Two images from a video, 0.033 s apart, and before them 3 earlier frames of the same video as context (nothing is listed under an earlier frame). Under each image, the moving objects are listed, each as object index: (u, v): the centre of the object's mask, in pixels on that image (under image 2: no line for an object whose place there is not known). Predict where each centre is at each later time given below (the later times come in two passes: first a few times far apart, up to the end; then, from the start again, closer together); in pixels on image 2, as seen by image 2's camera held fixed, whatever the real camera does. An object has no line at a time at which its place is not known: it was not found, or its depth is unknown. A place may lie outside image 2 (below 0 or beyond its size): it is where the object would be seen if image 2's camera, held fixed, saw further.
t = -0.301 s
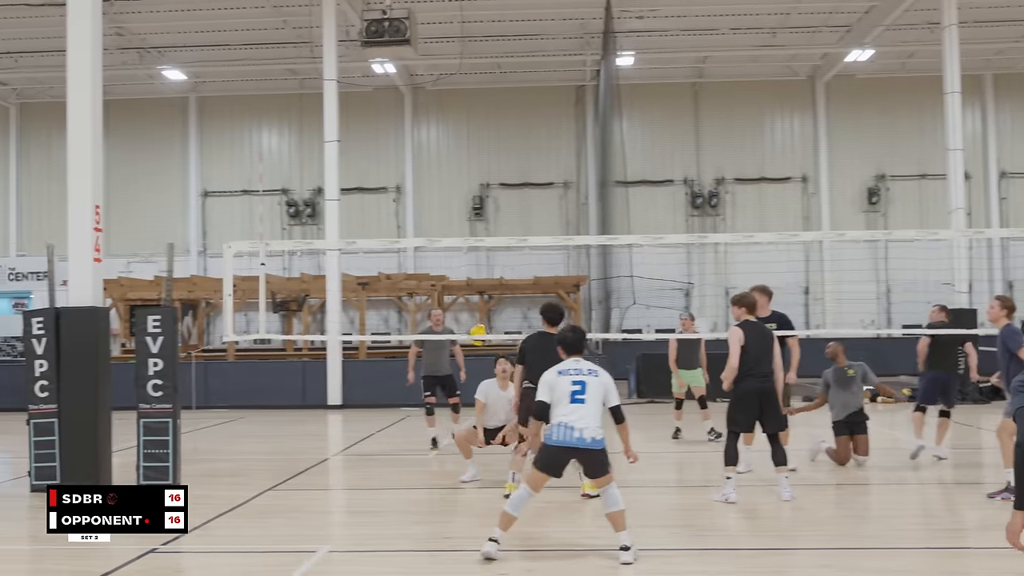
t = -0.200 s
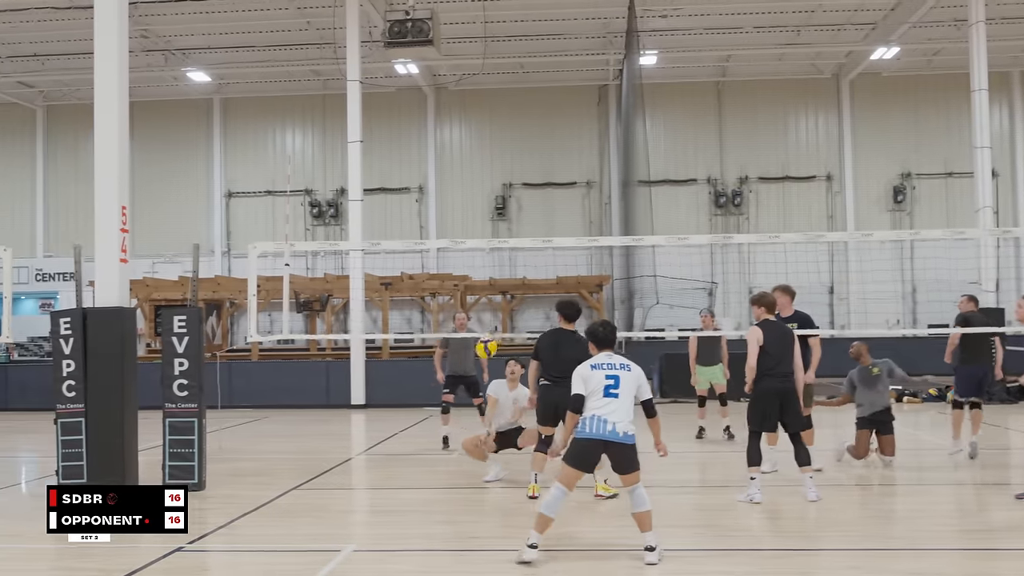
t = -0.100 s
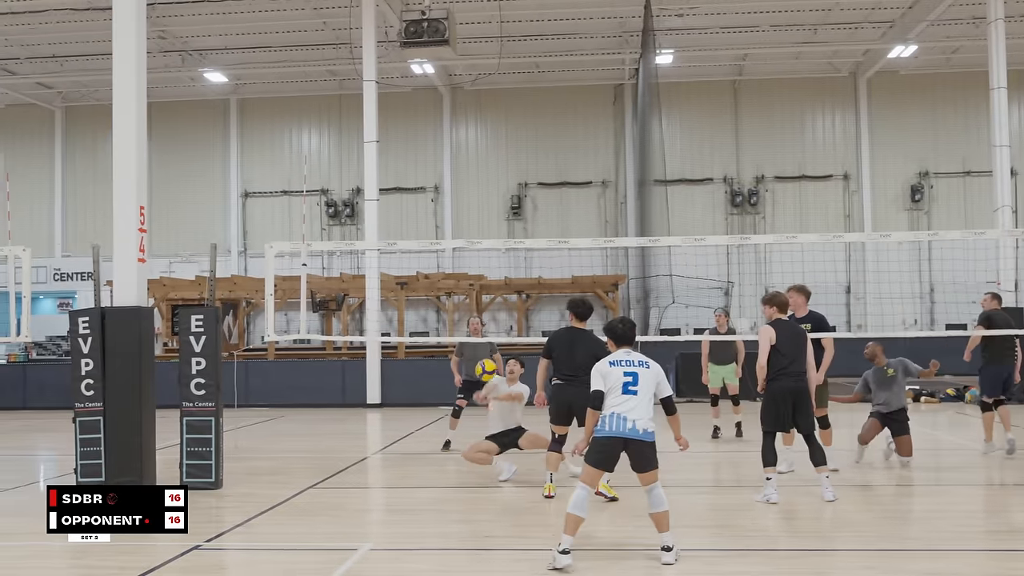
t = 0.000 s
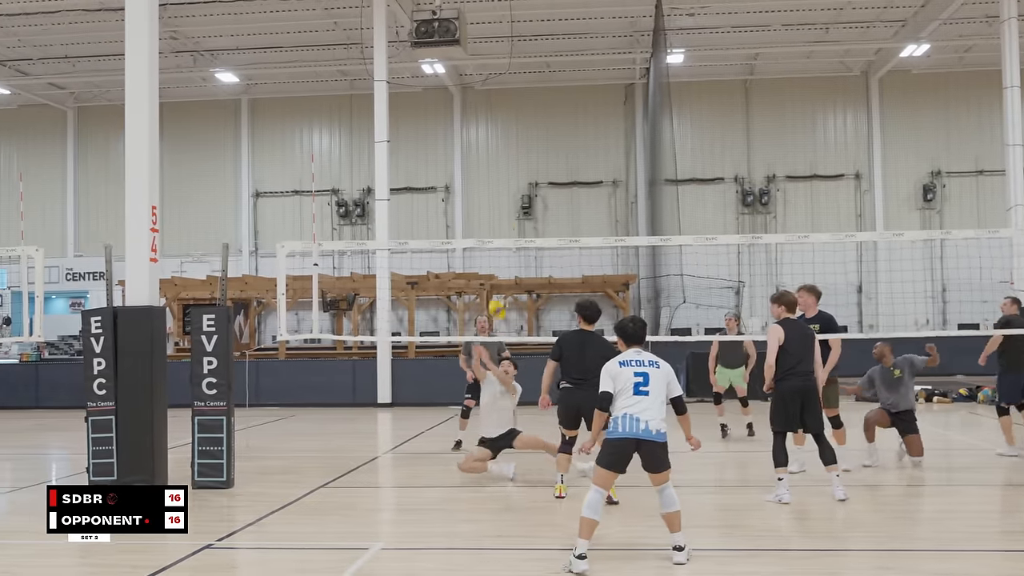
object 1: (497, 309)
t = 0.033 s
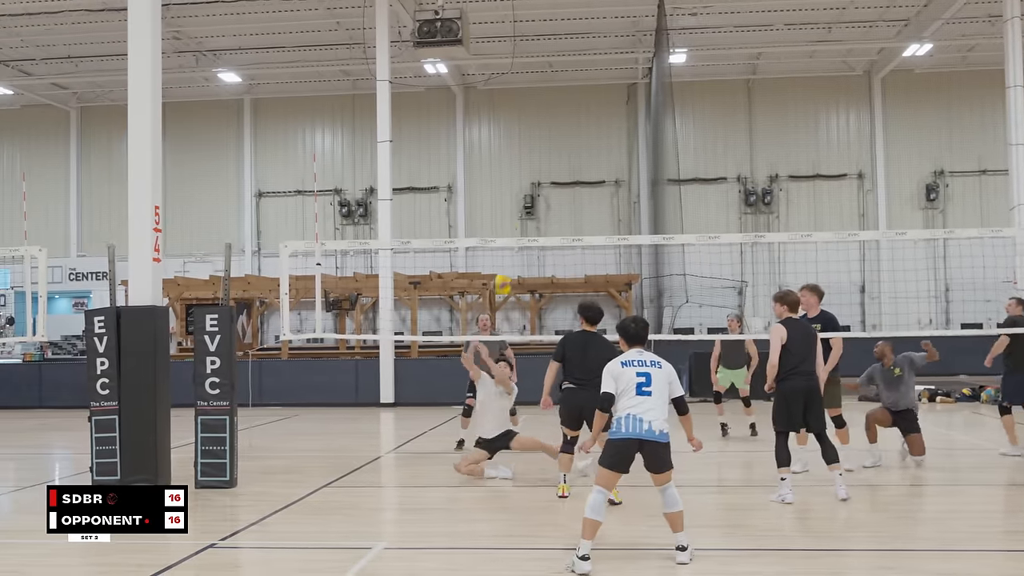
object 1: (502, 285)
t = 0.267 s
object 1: (516, 150)
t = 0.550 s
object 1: (534, 69)
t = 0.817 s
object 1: (551, 63)
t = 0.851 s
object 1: (553, 67)
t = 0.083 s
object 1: (505, 251)
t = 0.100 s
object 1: (506, 234)
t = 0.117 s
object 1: (507, 228)
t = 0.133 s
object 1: (509, 218)
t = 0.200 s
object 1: (511, 181)
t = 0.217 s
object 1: (512, 173)
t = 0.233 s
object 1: (514, 165)
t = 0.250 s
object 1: (515, 157)
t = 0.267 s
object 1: (516, 150)
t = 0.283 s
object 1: (516, 143)
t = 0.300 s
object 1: (518, 136)
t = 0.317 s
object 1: (519, 129)
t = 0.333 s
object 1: (520, 123)
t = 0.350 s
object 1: (521, 117)
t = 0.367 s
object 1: (522, 111)
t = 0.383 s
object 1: (523, 106)
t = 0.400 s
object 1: (524, 101)
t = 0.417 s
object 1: (525, 96)
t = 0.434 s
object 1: (526, 92)
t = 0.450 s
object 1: (527, 88)
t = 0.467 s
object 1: (528, 84)
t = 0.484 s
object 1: (529, 81)
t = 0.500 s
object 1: (531, 77)
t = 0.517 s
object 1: (532, 74)
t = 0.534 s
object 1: (533, 72)
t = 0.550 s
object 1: (534, 69)
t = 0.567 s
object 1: (535, 67)
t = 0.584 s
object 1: (536, 65)
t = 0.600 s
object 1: (537, 63)
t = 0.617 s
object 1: (538, 61)
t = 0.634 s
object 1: (539, 60)
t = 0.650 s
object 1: (540, 59)
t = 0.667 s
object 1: (541, 58)
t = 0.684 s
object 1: (542, 58)
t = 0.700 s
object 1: (543, 58)
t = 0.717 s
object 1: (544, 58)
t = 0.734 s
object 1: (545, 58)
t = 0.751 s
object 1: (546, 58)
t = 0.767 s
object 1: (547, 59)
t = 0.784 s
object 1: (548, 60)
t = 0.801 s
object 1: (550, 61)
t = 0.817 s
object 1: (551, 63)
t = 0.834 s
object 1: (552, 65)
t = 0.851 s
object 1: (553, 67)
